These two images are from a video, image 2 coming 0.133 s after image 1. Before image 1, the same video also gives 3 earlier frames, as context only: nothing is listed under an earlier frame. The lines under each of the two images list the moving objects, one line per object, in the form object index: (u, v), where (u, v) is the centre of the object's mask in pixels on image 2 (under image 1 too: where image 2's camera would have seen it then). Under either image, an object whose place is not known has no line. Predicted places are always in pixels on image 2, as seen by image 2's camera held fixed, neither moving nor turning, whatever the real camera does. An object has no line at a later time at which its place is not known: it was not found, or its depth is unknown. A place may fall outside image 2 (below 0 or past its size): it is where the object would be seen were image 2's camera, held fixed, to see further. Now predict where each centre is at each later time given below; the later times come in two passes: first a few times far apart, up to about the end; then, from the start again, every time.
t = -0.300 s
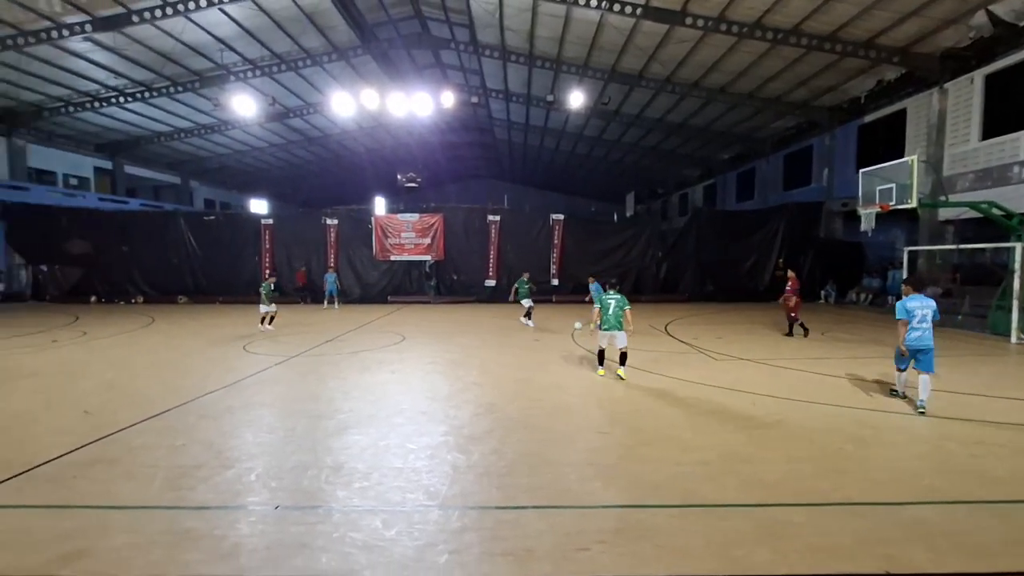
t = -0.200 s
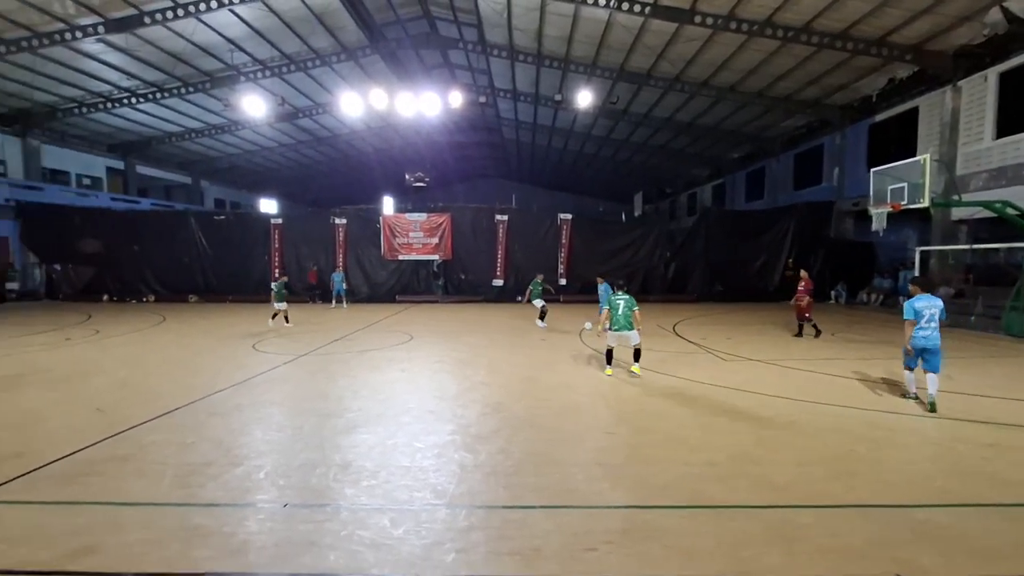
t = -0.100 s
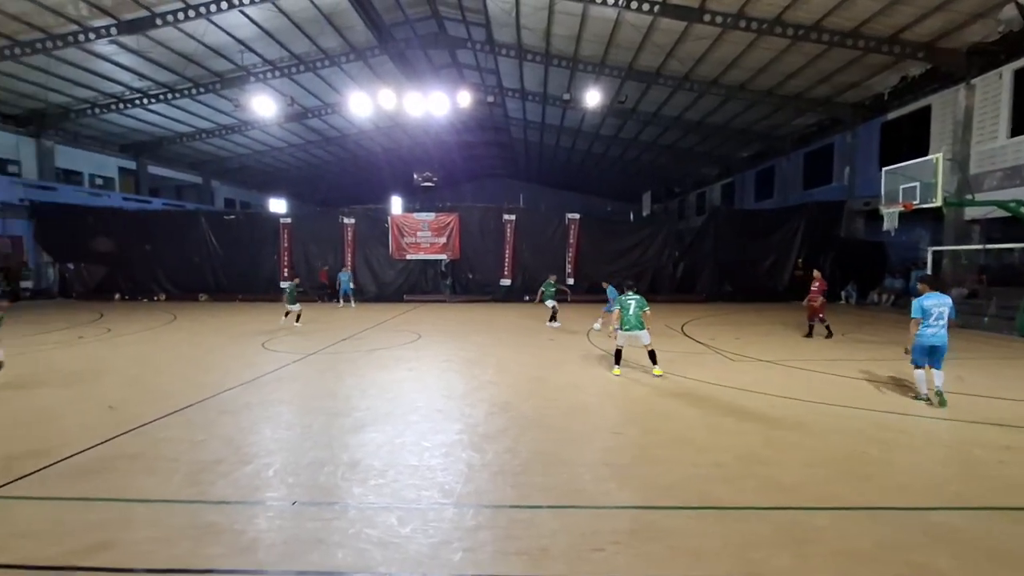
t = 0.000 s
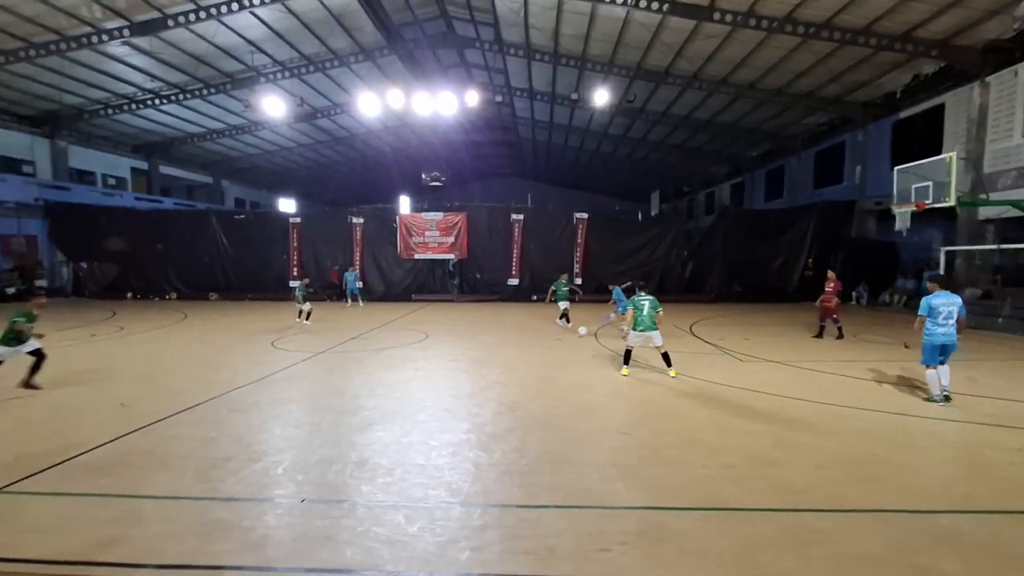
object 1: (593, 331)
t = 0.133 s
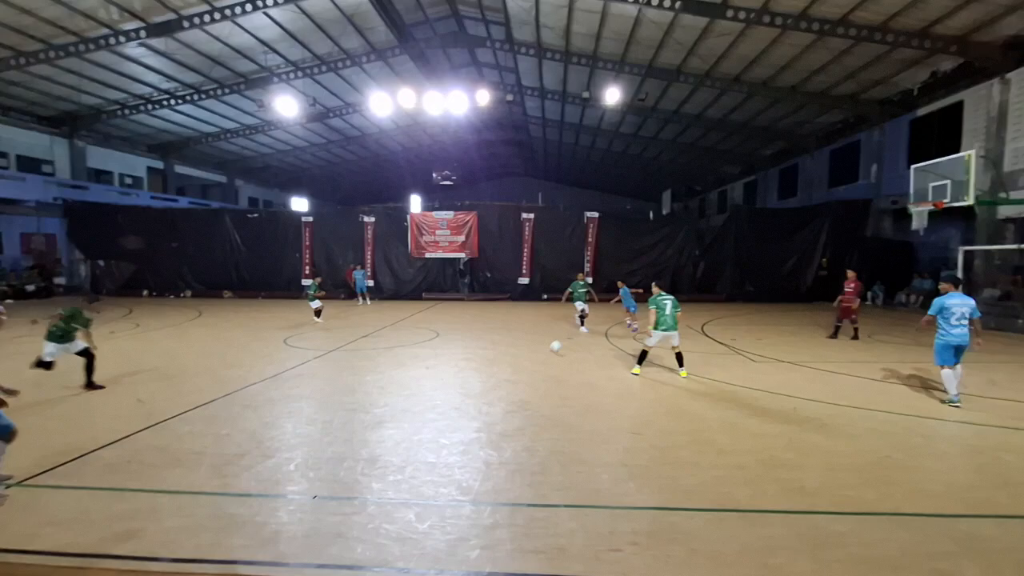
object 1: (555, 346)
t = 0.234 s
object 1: (522, 359)
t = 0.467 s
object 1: (424, 399)
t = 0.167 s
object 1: (544, 353)
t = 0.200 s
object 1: (533, 356)
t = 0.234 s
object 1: (522, 359)
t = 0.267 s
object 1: (510, 363)
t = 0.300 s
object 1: (498, 369)
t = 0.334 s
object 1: (483, 377)
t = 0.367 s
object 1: (468, 384)
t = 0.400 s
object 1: (454, 389)
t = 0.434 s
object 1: (440, 393)
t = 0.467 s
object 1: (424, 399)
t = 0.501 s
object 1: (407, 407)
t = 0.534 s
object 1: (388, 416)
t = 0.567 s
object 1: (368, 424)
